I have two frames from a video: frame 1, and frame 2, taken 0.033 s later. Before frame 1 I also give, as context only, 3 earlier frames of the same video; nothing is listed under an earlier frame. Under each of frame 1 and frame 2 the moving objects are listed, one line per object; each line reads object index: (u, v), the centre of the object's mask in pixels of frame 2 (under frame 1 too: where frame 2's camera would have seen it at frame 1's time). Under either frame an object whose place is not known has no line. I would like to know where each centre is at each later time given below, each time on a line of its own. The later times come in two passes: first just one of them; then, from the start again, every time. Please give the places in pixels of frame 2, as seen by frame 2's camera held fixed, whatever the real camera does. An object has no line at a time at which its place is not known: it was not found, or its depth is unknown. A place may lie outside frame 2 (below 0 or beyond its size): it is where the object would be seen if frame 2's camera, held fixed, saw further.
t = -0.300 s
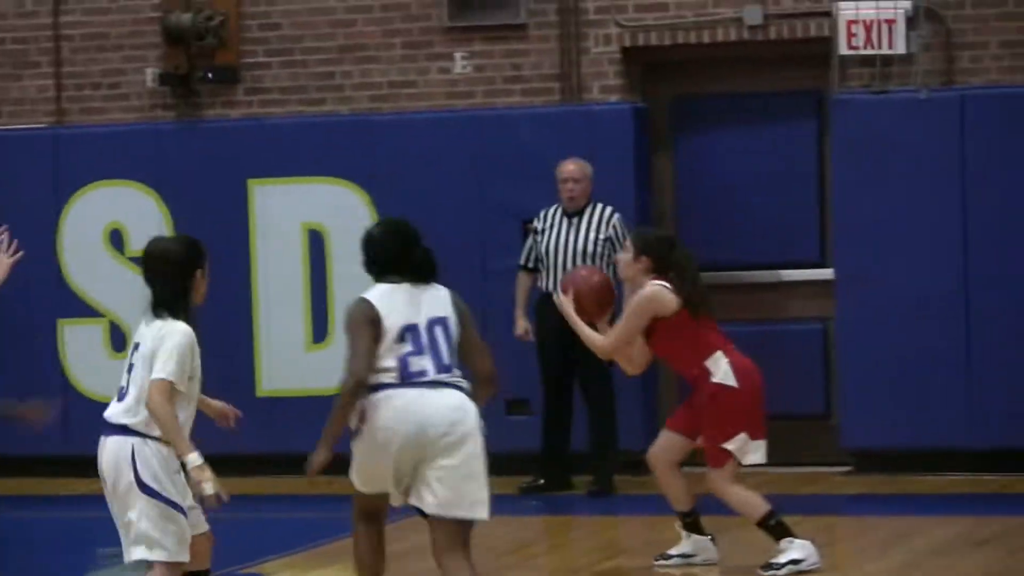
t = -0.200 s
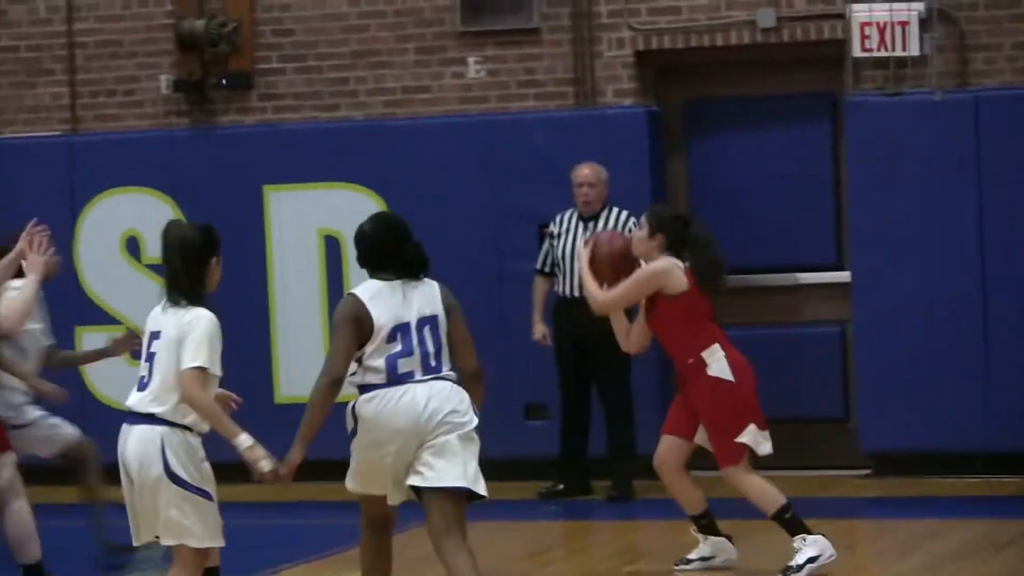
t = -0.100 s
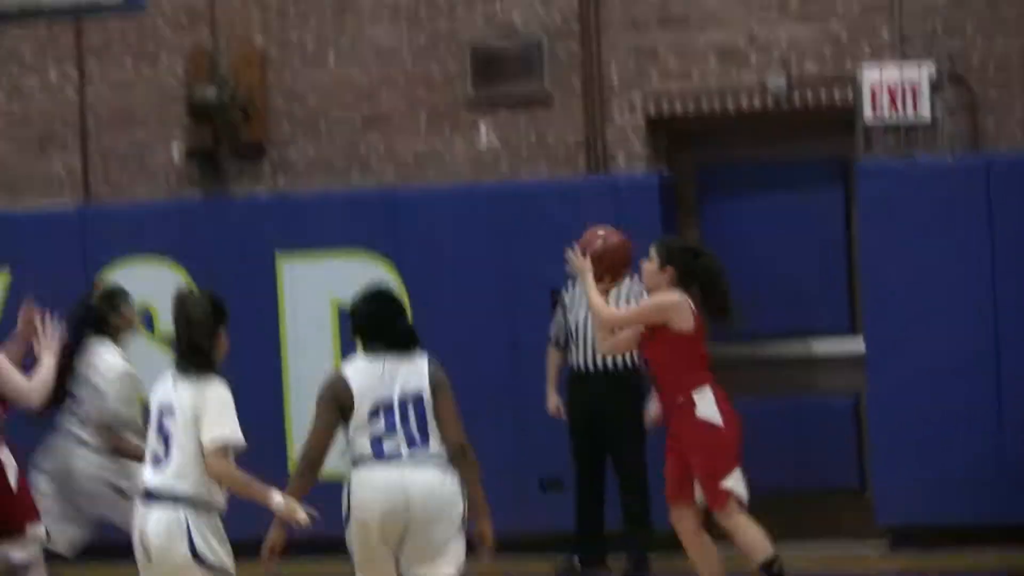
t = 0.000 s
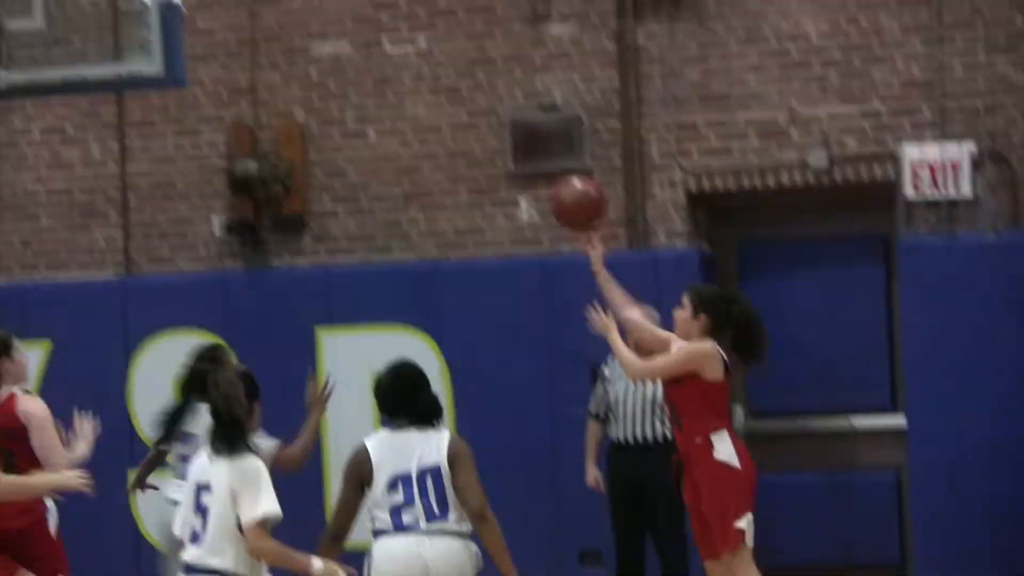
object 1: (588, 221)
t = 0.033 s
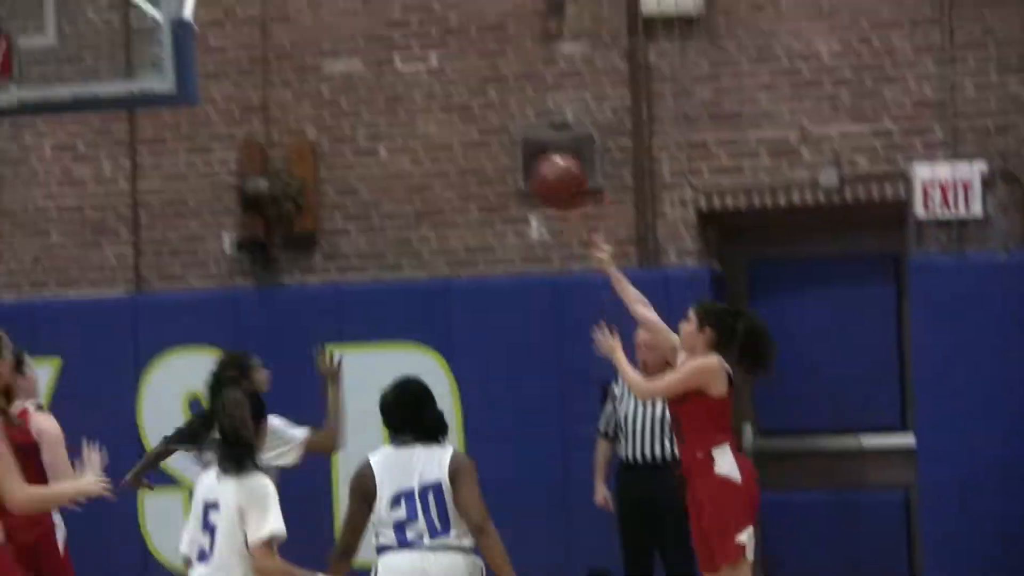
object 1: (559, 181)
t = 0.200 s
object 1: (416, 16)
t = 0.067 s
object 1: (532, 145)
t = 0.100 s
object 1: (502, 107)
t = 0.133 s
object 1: (473, 75)
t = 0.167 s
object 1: (445, 44)
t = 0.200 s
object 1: (416, 16)
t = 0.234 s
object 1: (387, -8)
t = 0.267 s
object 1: (360, -30)
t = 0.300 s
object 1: (333, -48)
